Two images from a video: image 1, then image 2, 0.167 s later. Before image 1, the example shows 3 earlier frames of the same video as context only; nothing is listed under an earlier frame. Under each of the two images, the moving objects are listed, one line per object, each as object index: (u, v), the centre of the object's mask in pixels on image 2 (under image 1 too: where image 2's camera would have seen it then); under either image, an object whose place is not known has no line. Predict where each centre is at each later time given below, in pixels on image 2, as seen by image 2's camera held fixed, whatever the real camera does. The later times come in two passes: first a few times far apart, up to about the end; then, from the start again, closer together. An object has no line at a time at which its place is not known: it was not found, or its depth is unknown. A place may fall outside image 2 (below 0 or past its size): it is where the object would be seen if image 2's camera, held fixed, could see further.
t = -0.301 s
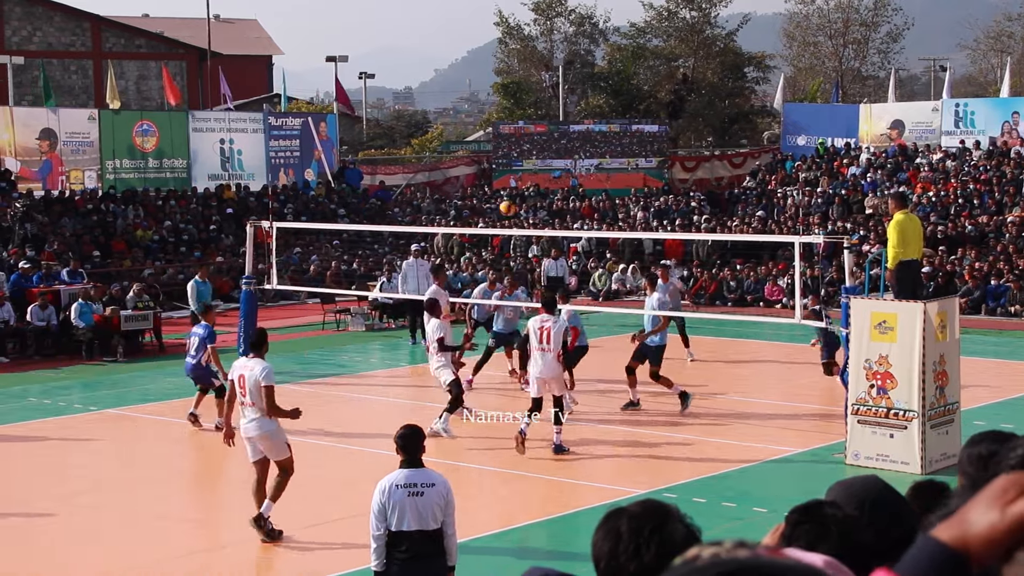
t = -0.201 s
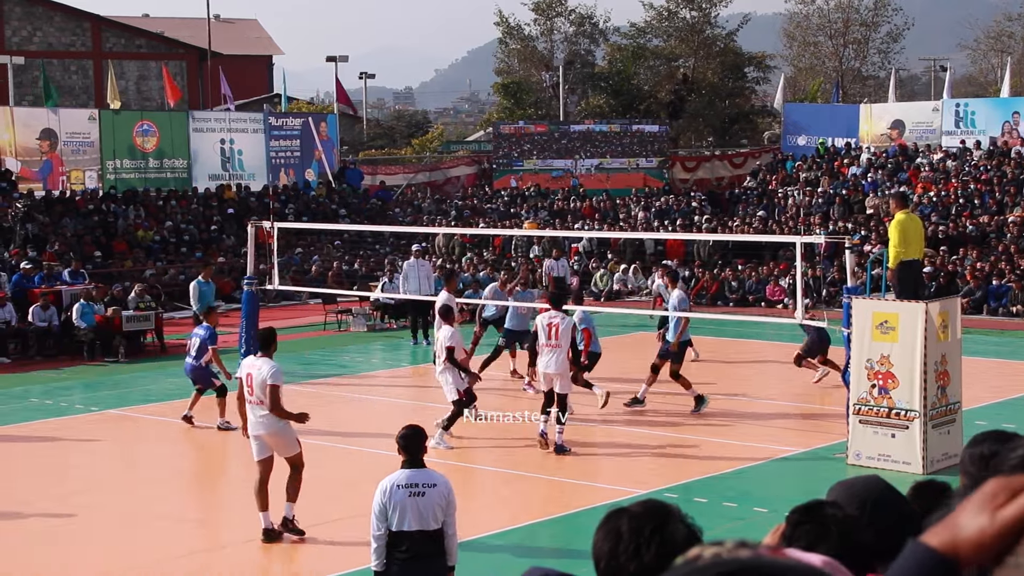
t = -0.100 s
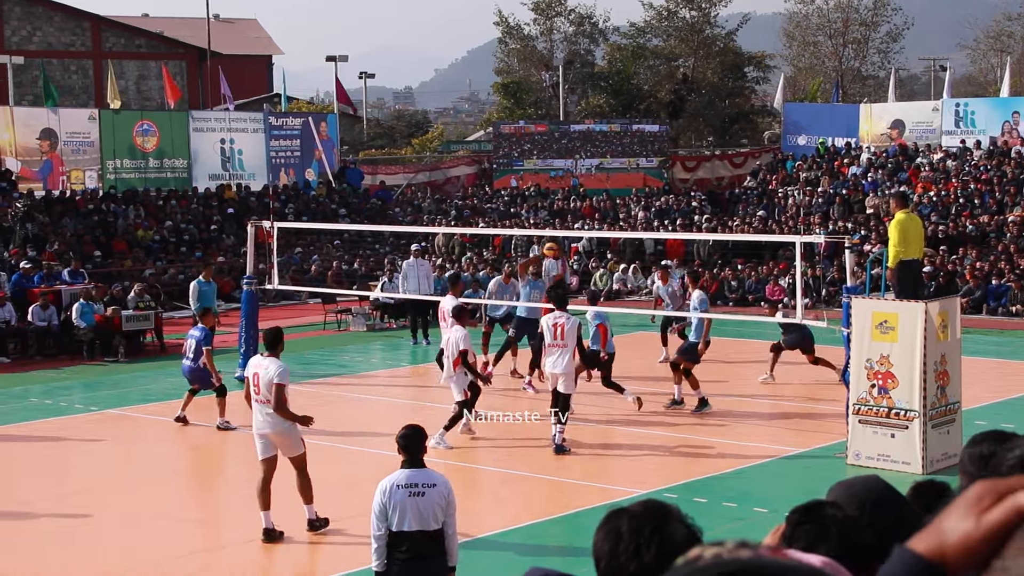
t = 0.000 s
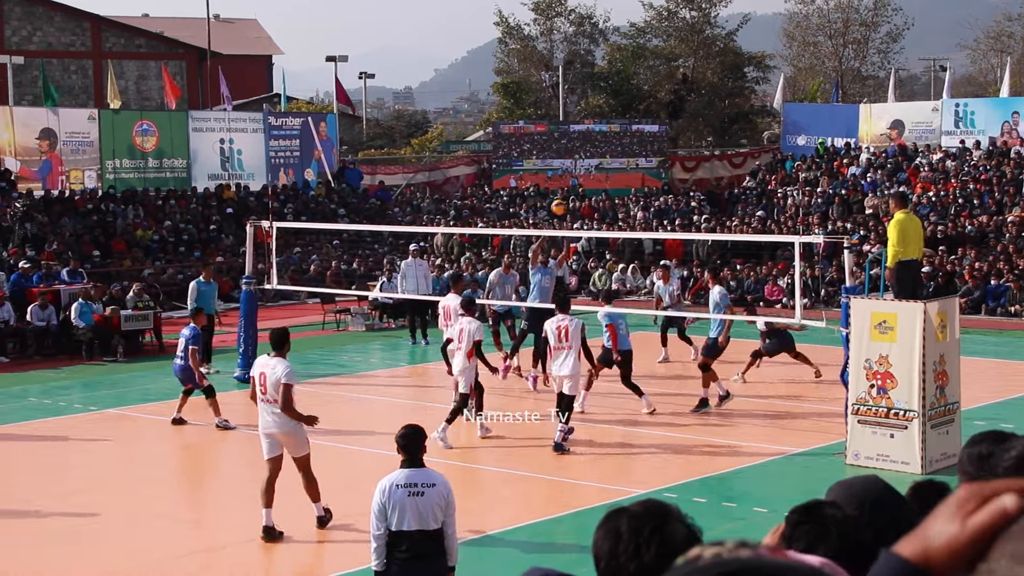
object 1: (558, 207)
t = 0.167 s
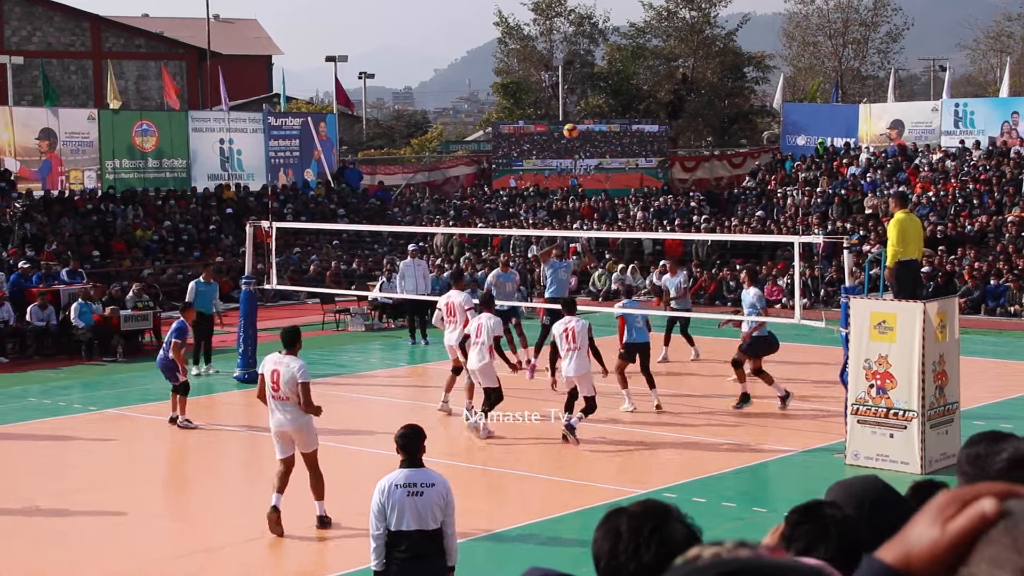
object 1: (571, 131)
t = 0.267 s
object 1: (577, 95)
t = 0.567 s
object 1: (598, 29)
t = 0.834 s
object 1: (616, 25)
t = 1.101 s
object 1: (634, 72)
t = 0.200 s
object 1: (573, 118)
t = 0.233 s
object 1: (574, 106)
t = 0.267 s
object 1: (577, 95)
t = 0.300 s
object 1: (579, 85)
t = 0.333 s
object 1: (581, 75)
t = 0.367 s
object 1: (584, 66)
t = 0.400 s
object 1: (587, 58)
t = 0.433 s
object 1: (590, 51)
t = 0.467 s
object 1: (591, 44)
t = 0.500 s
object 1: (593, 38)
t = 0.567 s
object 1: (598, 29)
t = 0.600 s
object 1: (600, 26)
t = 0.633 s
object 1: (603, 23)
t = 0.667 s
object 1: (605, 22)
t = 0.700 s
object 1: (607, 21)
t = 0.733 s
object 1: (610, 21)
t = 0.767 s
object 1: (611, 22)
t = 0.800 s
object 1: (614, 23)
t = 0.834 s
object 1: (616, 25)
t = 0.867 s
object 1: (618, 29)
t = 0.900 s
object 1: (621, 32)
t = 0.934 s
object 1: (623, 36)
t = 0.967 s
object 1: (625, 42)
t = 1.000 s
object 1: (628, 47)
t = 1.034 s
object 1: (630, 55)
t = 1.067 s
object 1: (632, 63)
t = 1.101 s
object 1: (634, 72)
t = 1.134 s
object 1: (637, 81)
